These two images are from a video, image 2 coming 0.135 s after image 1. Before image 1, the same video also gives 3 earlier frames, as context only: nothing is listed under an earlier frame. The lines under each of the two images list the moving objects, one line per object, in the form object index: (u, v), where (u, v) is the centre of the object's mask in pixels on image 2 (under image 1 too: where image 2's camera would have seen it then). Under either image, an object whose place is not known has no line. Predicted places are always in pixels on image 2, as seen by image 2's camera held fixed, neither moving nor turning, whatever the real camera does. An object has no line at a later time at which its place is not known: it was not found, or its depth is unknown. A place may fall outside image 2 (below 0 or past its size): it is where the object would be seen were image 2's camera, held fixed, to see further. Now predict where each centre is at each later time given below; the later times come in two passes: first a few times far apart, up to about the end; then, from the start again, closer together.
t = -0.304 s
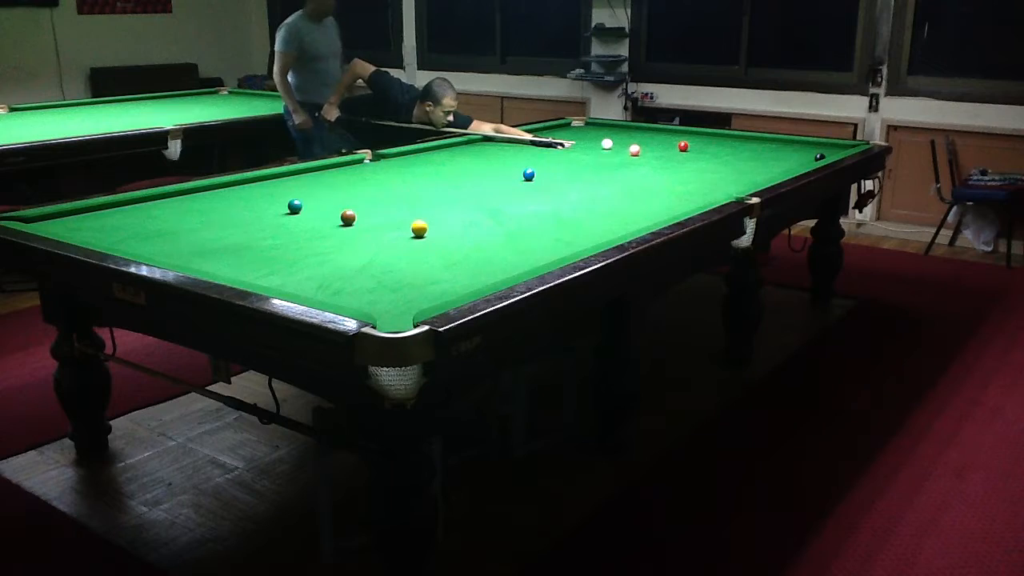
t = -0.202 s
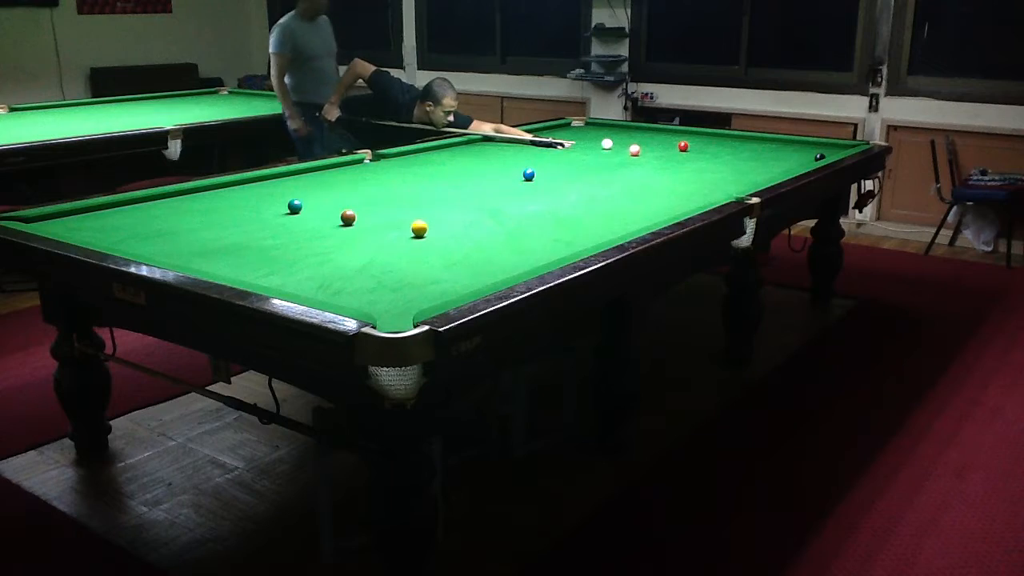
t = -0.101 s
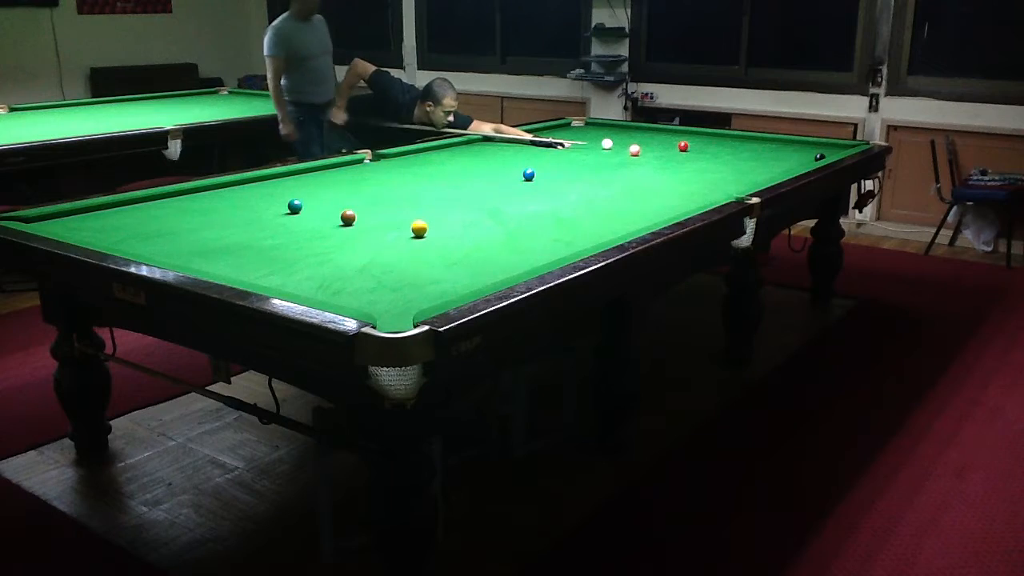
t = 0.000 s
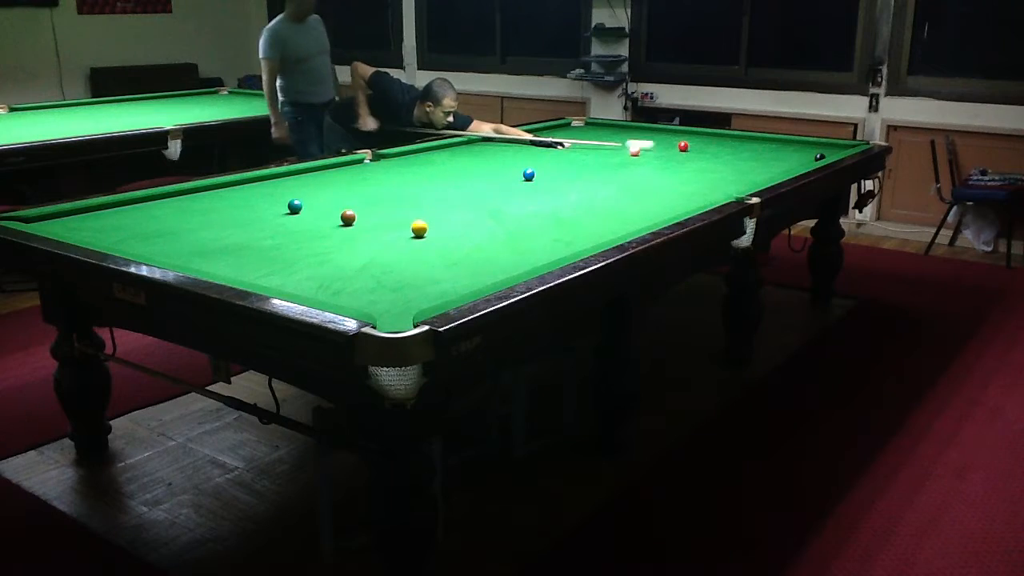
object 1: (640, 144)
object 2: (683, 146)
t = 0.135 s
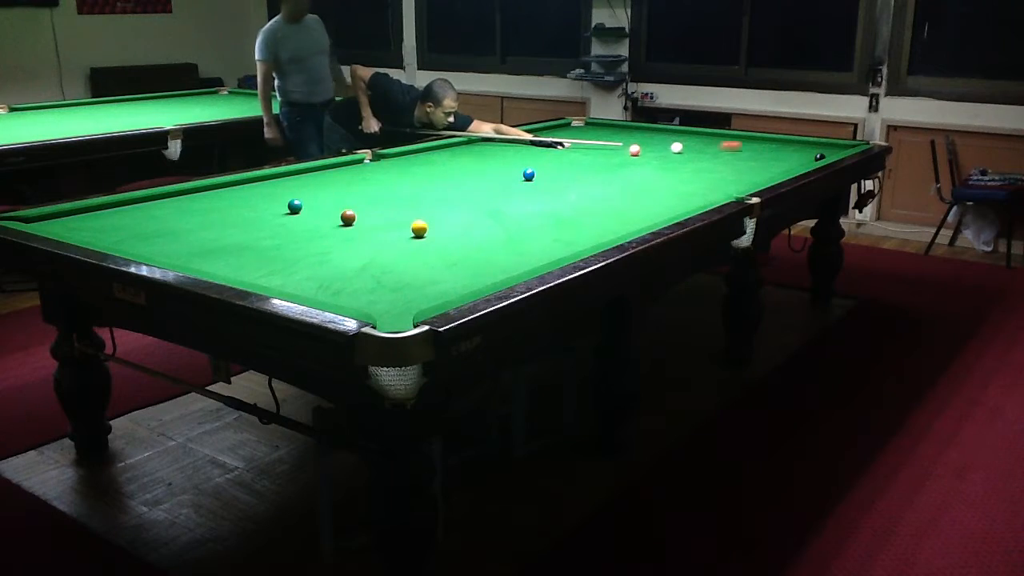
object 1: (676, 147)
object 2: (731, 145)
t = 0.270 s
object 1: (683, 150)
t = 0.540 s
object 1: (697, 154)
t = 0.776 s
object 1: (711, 159)
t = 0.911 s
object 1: (716, 161)
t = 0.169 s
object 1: (678, 148)
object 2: (749, 145)
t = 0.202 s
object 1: (680, 149)
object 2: (766, 145)
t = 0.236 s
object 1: (682, 149)
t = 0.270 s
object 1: (683, 150)
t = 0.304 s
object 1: (685, 150)
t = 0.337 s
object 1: (686, 151)
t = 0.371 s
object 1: (688, 151)
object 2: (845, 144)
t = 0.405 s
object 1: (690, 152)
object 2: (855, 144)
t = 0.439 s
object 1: (692, 152)
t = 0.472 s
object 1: (693, 153)
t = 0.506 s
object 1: (695, 154)
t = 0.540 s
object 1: (697, 154)
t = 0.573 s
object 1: (699, 155)
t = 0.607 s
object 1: (700, 156)
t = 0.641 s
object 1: (702, 156)
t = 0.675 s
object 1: (704, 157)
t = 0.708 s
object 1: (705, 157)
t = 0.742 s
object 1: (707, 158)
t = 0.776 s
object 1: (711, 159)
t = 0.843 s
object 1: (712, 160)
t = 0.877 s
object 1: (714, 160)
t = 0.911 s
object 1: (716, 161)
